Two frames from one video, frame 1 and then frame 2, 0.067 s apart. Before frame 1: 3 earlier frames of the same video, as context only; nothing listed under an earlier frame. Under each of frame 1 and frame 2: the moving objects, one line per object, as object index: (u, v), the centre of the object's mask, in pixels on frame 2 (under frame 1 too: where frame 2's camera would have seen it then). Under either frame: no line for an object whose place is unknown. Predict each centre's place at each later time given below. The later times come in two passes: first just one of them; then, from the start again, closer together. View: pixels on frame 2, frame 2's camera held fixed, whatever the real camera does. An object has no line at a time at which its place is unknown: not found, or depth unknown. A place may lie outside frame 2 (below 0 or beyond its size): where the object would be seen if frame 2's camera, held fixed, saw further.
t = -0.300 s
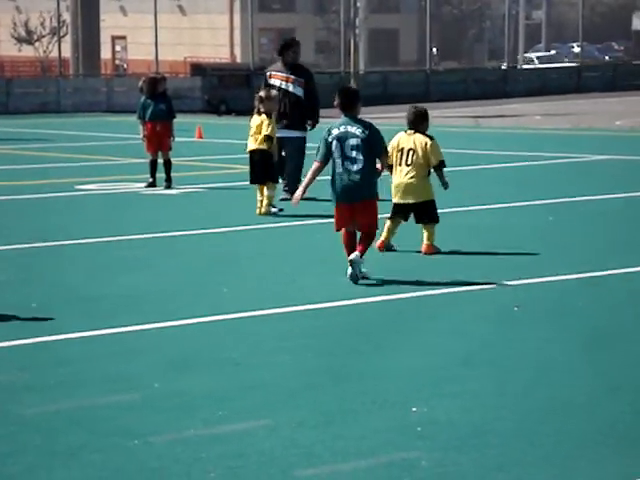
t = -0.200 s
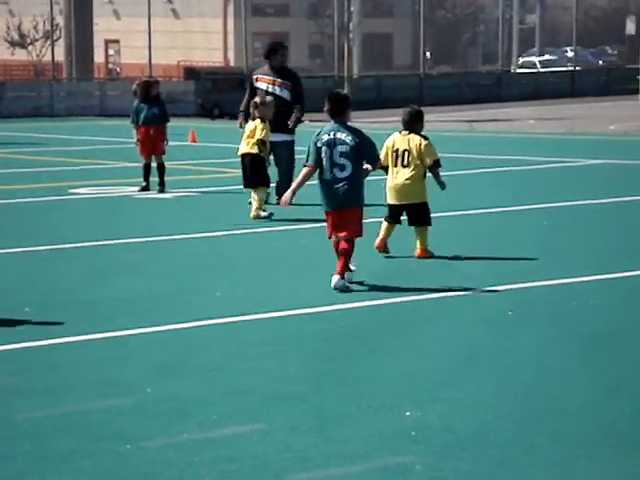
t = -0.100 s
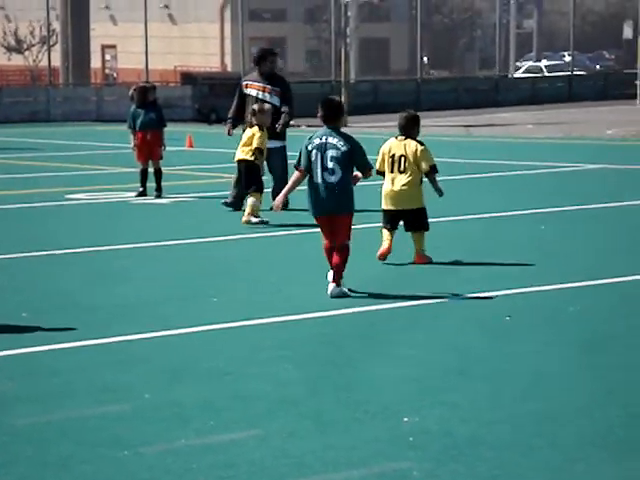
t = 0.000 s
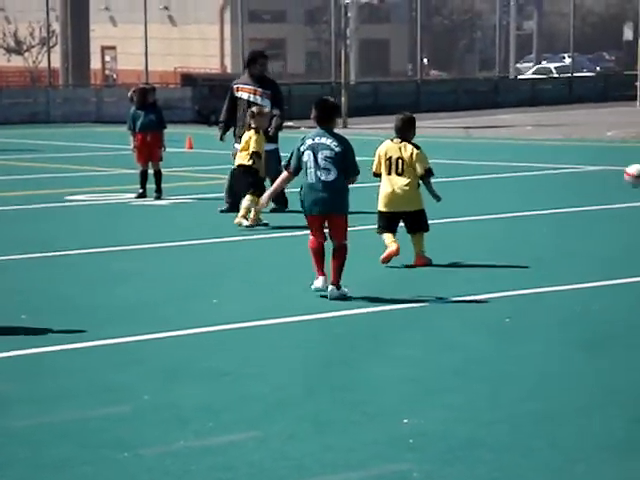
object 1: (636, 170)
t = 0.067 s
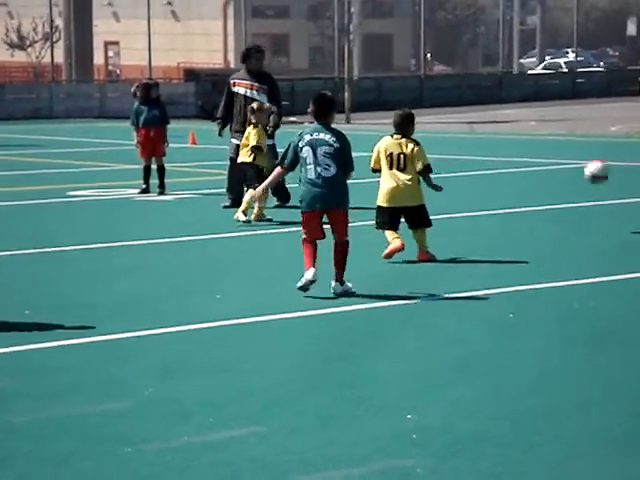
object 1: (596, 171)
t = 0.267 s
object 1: (454, 205)
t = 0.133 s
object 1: (550, 178)
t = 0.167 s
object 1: (527, 183)
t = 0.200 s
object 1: (503, 189)
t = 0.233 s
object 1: (479, 196)
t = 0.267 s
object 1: (454, 205)
